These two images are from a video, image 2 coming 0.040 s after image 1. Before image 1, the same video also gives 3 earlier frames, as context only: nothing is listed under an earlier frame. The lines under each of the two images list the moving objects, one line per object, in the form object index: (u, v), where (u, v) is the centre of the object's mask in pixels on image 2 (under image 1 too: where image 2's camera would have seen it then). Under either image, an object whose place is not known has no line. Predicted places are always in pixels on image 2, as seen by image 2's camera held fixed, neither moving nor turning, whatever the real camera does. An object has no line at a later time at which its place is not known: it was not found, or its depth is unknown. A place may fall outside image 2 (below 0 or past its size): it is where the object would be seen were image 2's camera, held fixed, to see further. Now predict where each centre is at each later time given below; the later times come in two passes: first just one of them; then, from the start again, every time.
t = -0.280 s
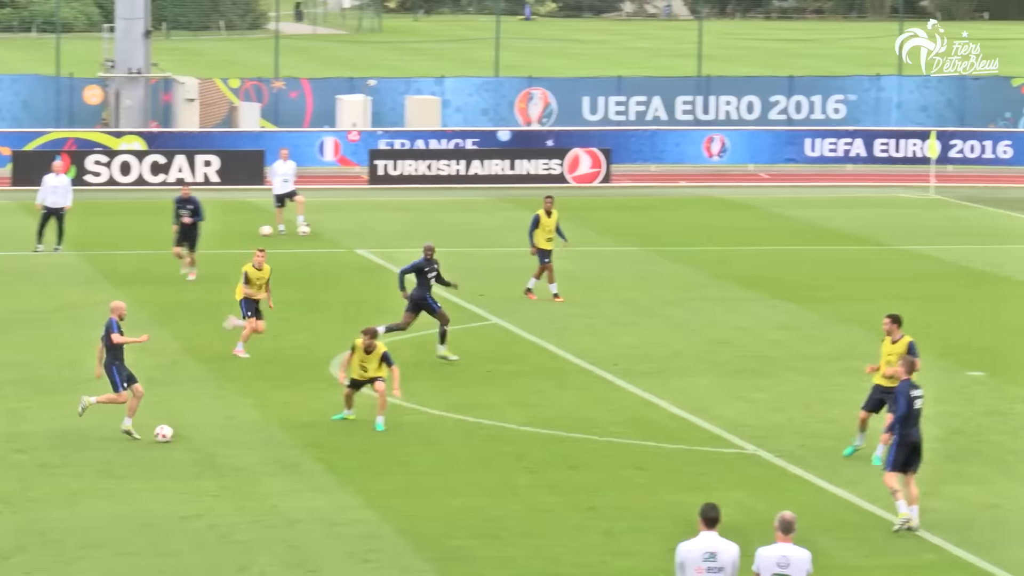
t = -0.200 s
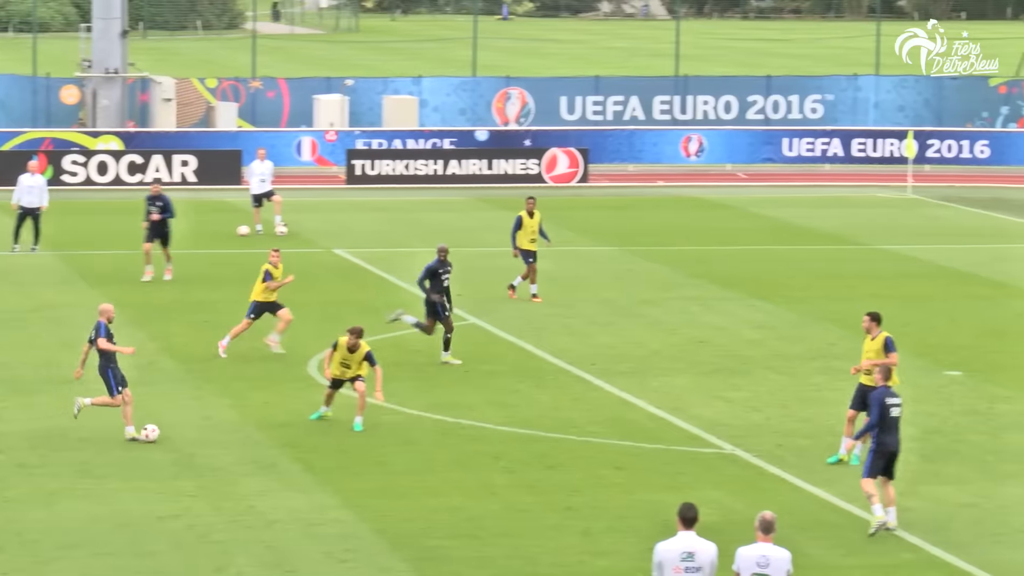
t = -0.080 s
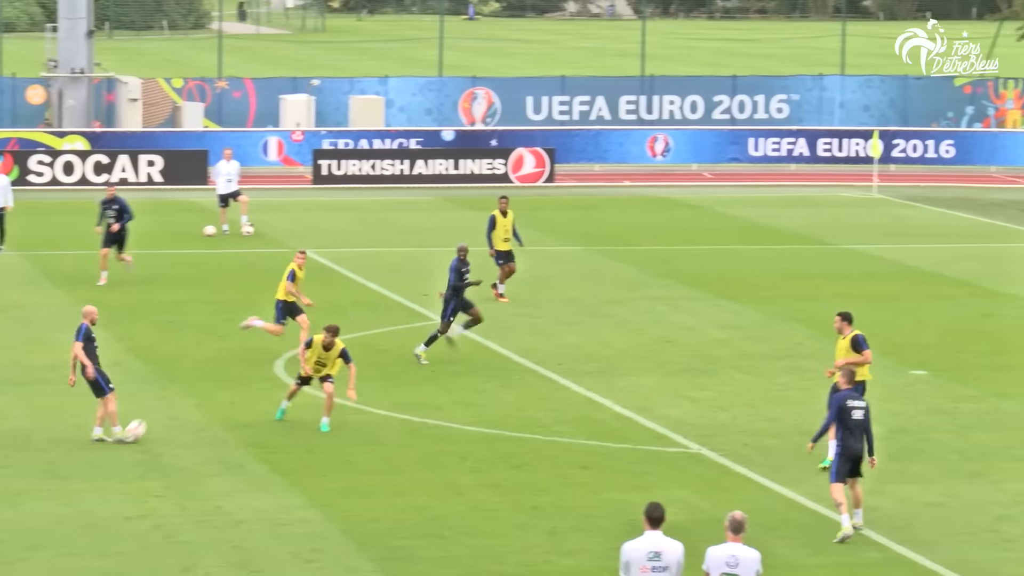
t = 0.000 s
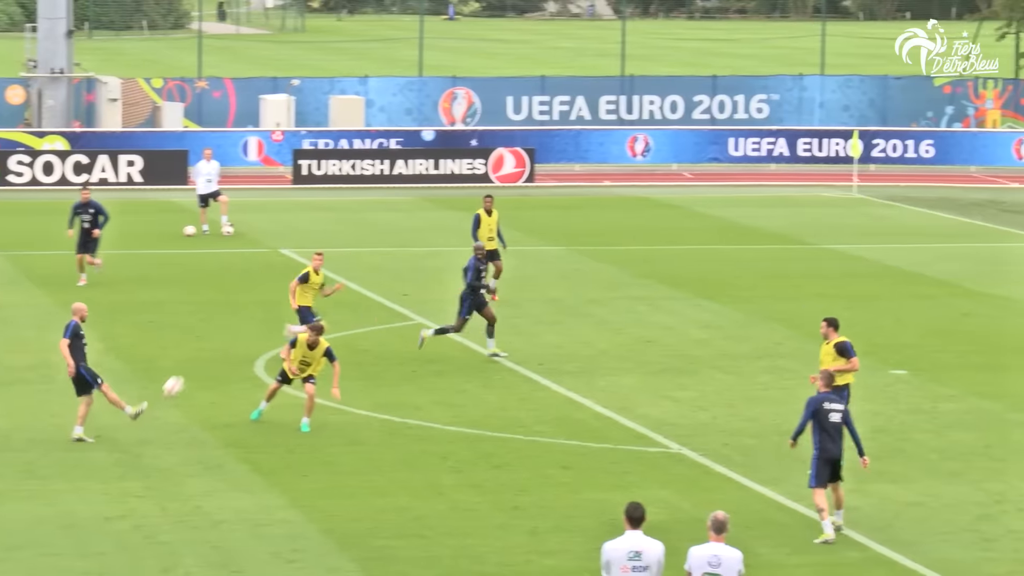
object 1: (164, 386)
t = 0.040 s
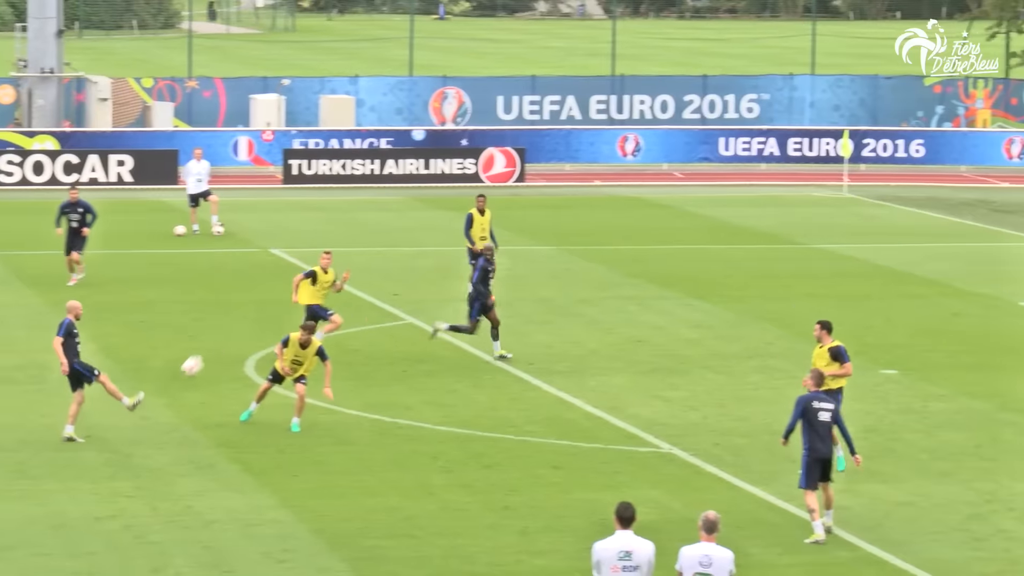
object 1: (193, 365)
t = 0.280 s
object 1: (357, 272)
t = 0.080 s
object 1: (221, 346)
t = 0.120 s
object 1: (249, 328)
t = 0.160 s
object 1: (276, 312)
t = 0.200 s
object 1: (303, 297)
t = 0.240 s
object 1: (330, 283)
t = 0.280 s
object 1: (357, 272)
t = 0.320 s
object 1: (384, 262)
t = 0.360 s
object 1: (410, 253)
